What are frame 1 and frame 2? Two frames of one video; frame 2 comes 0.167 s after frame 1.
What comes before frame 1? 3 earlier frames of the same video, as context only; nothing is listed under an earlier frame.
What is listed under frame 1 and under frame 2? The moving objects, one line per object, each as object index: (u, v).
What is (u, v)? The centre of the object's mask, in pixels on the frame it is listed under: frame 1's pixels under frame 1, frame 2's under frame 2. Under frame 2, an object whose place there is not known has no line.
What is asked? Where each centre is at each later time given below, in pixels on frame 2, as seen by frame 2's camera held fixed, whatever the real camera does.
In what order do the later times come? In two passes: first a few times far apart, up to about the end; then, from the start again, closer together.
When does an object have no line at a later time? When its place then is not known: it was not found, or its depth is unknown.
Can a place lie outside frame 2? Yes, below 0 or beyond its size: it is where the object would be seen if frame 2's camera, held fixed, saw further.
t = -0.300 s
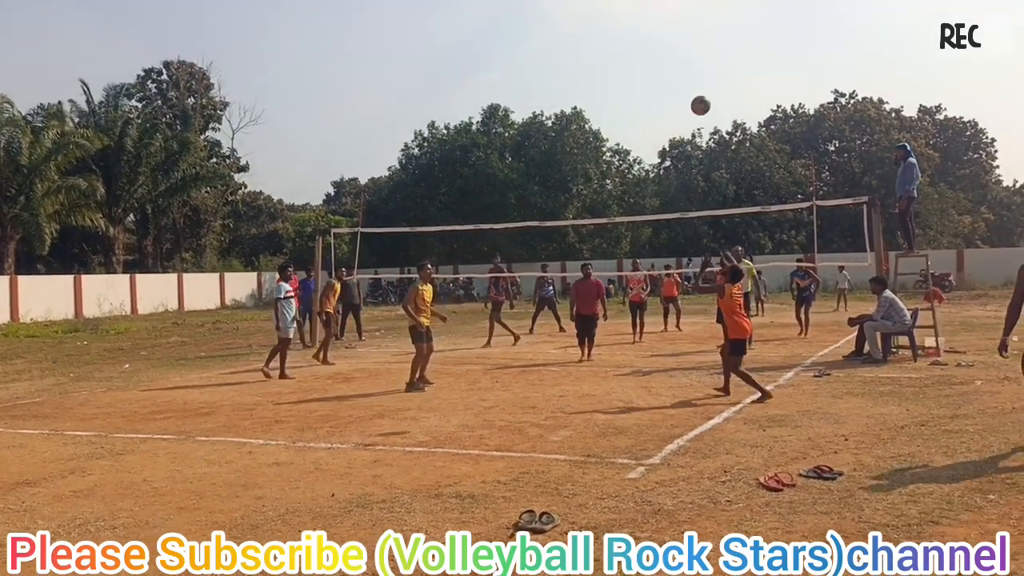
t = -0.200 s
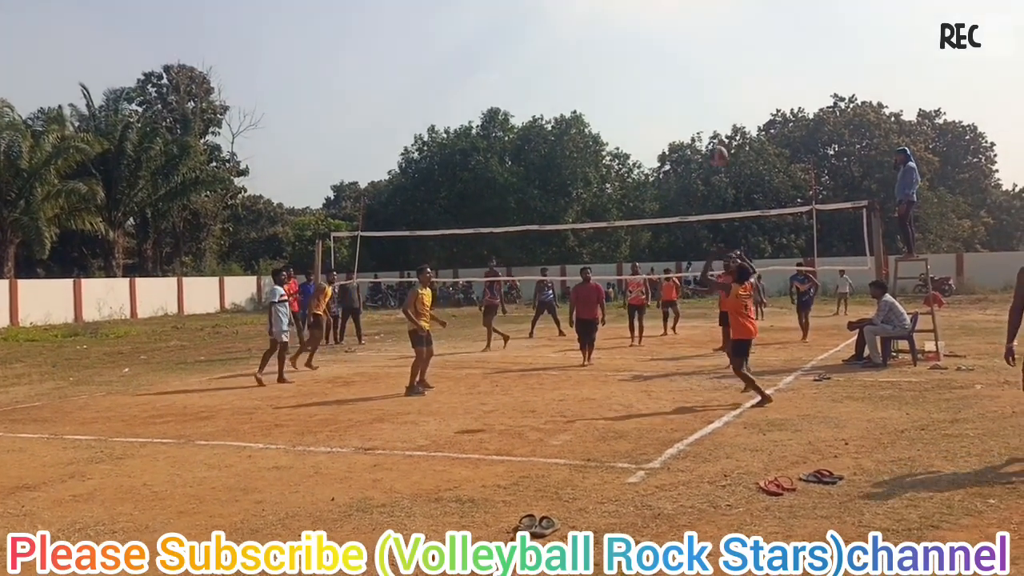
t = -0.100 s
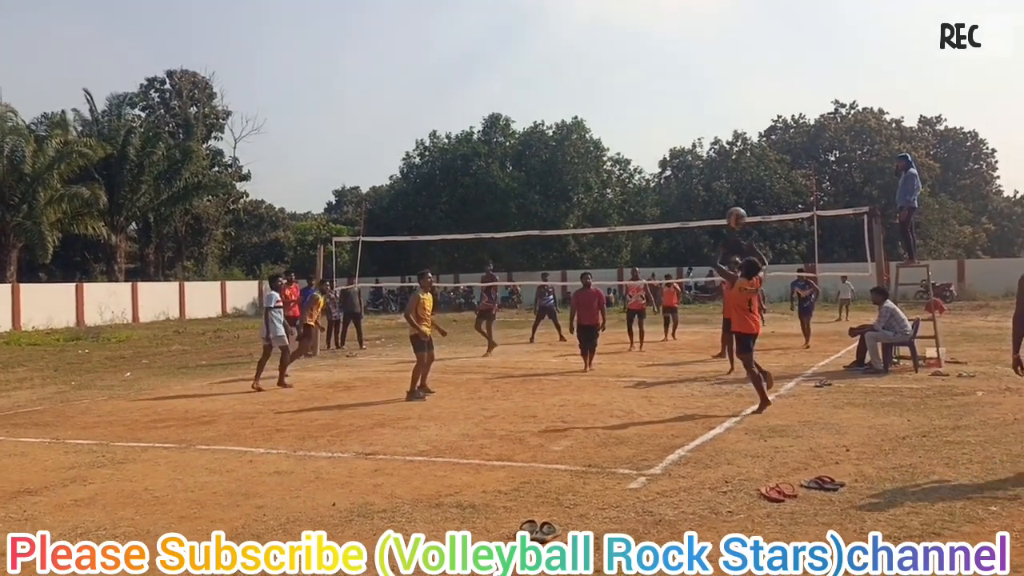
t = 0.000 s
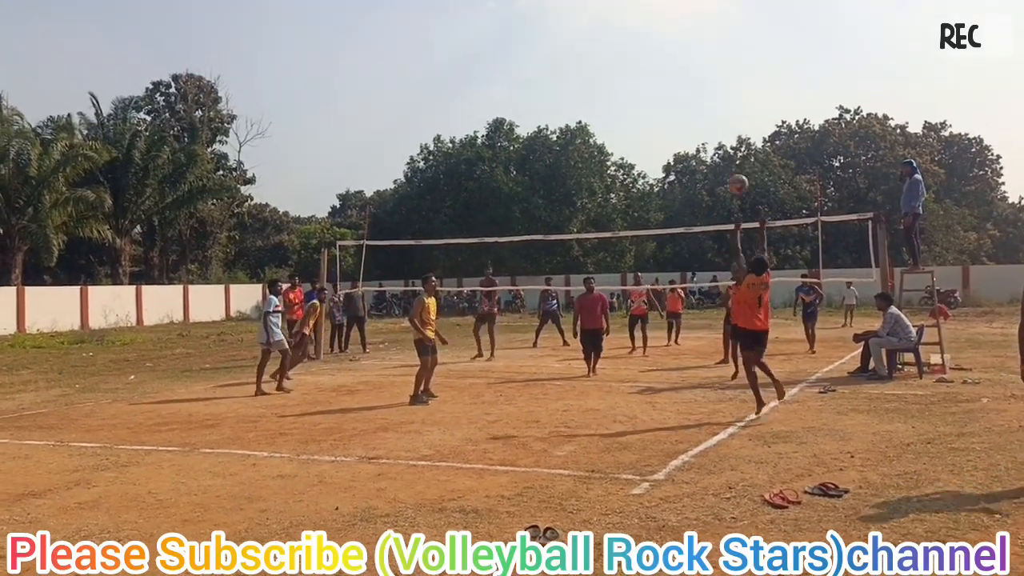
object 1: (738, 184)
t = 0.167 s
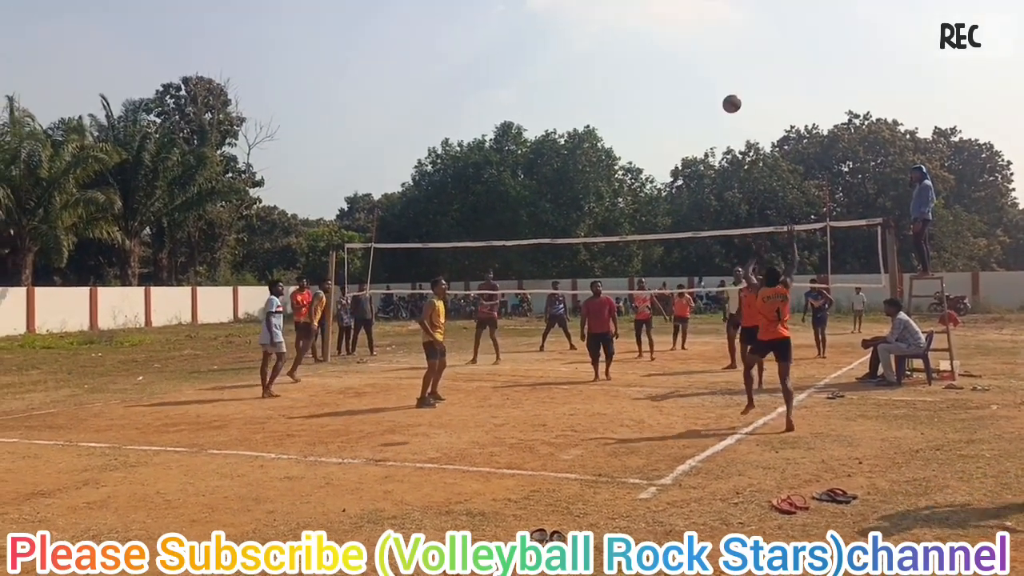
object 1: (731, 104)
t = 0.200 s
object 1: (729, 91)
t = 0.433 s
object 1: (712, 31)
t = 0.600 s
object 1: (702, 16)
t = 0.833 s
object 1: (689, 32)
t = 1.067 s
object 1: (679, 82)
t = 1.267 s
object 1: (673, 147)
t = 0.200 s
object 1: (729, 91)
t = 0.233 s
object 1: (726, 79)
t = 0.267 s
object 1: (723, 68)
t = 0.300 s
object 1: (721, 58)
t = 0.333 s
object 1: (719, 50)
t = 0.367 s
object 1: (717, 43)
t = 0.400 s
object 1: (714, 36)
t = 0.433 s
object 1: (712, 31)
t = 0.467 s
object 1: (710, 26)
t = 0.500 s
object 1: (708, 22)
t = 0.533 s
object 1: (706, 19)
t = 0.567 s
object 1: (704, 17)
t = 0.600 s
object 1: (702, 16)
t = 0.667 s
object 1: (698, 17)
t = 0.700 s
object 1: (696, 18)
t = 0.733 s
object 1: (695, 21)
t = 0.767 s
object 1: (693, 24)
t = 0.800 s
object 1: (691, 27)
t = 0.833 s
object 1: (689, 32)
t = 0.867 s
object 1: (688, 37)
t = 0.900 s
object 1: (686, 43)
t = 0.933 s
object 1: (685, 49)
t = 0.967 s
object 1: (683, 57)
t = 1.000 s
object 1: (682, 65)
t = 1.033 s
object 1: (681, 73)
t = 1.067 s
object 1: (679, 82)
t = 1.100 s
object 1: (678, 91)
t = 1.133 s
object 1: (677, 102)
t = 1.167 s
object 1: (676, 112)
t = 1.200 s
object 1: (675, 123)
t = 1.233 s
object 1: (674, 135)
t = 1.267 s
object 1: (673, 147)
